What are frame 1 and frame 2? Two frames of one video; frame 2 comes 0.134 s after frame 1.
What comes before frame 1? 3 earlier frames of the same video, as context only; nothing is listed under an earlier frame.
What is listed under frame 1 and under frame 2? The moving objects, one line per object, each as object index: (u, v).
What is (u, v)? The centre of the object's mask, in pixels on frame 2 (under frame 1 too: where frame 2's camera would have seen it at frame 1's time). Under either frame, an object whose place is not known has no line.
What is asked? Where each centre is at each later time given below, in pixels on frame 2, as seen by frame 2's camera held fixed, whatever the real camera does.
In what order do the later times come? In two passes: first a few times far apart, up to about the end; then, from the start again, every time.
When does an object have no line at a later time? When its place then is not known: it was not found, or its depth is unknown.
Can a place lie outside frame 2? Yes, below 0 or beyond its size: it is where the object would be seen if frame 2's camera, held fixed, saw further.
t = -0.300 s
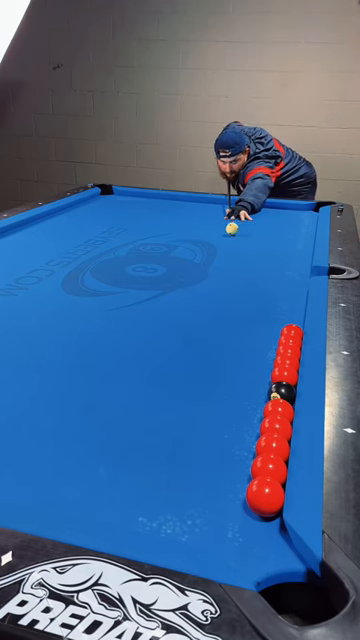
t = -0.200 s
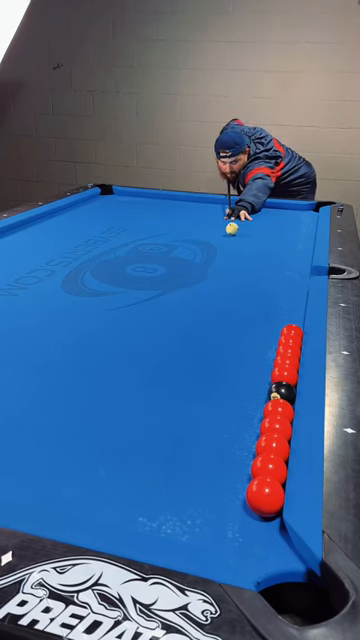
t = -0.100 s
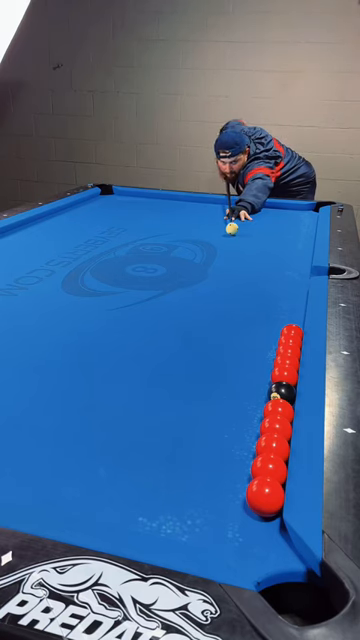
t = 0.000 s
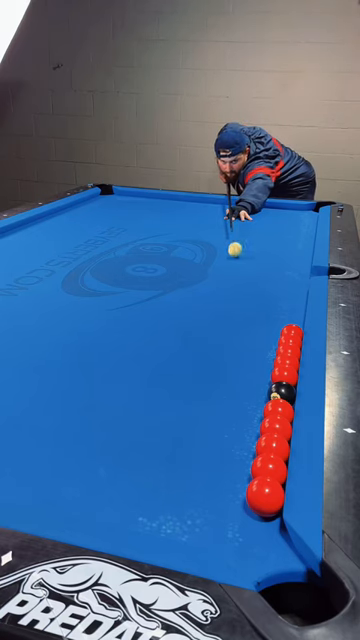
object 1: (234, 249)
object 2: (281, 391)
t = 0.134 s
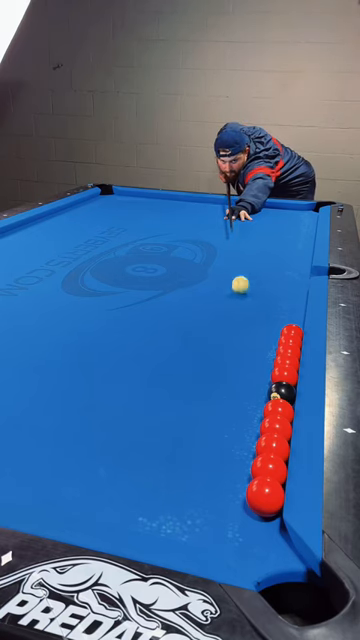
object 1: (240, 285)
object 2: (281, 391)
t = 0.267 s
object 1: (250, 346)
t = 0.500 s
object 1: (129, 503)
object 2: (210, 399)
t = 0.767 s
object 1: (80, 408)
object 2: (156, 361)
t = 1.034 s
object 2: (144, 314)
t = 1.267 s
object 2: (136, 286)
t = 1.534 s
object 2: (130, 262)
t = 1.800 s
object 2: (126, 244)
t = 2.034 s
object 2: (123, 231)
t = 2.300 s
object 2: (120, 219)
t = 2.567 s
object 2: (118, 209)
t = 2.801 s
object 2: (117, 202)
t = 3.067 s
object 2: (115, 196)
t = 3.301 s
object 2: (109, 190)
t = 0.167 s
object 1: (242, 297)
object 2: (282, 392)
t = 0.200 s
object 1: (244, 311)
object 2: (282, 392)
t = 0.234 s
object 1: (247, 327)
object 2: (282, 392)
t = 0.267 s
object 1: (250, 346)
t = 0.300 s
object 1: (253, 368)
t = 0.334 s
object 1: (249, 391)
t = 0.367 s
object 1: (226, 411)
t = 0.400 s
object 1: (202, 435)
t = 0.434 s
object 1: (174, 464)
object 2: (238, 398)
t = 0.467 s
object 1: (143, 501)
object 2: (224, 398)
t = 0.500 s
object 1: (129, 503)
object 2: (210, 399)
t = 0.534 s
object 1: (132, 474)
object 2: (197, 399)
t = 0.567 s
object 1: (134, 450)
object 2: (183, 400)
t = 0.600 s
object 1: (135, 430)
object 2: (169, 400)
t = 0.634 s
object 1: (136, 414)
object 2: (157, 399)
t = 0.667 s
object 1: (121, 412)
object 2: (157, 388)
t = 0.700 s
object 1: (106, 411)
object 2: (157, 378)
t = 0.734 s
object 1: (93, 410)
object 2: (157, 369)
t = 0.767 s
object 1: (80, 408)
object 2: (156, 361)
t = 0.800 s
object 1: (67, 407)
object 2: (154, 354)
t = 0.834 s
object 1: (54, 405)
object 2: (152, 347)
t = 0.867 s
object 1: (42, 404)
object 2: (151, 341)
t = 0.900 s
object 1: (29, 403)
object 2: (149, 336)
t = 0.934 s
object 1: (17, 401)
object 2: (148, 330)
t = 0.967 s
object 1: (9, 400)
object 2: (147, 324)
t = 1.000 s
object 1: (4, 398)
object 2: (145, 319)
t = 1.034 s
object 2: (144, 314)
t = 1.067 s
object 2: (143, 310)
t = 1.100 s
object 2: (142, 306)
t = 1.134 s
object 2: (140, 302)
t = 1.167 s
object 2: (139, 298)
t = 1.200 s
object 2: (138, 294)
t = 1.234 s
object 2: (137, 290)
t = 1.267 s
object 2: (136, 286)
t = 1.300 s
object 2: (136, 283)
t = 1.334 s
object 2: (135, 280)
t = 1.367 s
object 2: (134, 277)
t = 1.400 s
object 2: (133, 274)
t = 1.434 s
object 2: (133, 271)
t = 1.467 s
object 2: (132, 268)
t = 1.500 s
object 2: (131, 265)
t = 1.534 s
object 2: (130, 262)
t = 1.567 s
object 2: (130, 260)
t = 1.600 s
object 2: (129, 257)
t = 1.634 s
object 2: (129, 255)
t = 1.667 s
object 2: (128, 253)
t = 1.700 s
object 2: (127, 250)
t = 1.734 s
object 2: (127, 248)
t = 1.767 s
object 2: (126, 246)
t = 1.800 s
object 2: (126, 244)
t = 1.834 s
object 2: (126, 242)
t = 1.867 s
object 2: (125, 240)
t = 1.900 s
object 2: (125, 238)
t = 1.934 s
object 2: (124, 237)
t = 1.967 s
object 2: (124, 235)
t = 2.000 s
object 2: (123, 233)
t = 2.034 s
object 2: (123, 231)
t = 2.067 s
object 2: (122, 230)
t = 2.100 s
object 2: (122, 228)
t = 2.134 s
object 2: (122, 227)
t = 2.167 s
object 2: (121, 225)
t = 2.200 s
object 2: (121, 223)
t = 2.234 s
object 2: (121, 222)
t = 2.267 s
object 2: (121, 221)
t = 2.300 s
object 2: (120, 219)
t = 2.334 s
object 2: (120, 218)
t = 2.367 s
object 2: (119, 217)
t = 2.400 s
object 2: (119, 215)
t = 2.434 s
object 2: (119, 214)
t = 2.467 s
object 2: (119, 213)
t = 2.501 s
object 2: (119, 212)
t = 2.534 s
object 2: (118, 211)
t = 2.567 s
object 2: (118, 209)
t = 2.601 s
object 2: (118, 208)
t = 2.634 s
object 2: (117, 207)
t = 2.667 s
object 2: (117, 206)
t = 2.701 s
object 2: (117, 205)
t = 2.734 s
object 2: (117, 204)
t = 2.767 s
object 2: (117, 203)
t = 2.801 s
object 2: (117, 202)
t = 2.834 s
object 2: (116, 201)
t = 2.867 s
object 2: (116, 200)
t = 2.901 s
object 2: (116, 199)
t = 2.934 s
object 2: (116, 199)
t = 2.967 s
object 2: (116, 198)
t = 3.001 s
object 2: (115, 197)
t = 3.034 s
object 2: (115, 196)
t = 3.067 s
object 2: (115, 196)
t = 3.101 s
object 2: (115, 195)
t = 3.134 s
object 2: (115, 193)
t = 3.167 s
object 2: (115, 193)
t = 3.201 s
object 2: (115, 192)
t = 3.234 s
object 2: (114, 192)
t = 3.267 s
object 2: (112, 191)
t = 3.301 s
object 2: (109, 190)
